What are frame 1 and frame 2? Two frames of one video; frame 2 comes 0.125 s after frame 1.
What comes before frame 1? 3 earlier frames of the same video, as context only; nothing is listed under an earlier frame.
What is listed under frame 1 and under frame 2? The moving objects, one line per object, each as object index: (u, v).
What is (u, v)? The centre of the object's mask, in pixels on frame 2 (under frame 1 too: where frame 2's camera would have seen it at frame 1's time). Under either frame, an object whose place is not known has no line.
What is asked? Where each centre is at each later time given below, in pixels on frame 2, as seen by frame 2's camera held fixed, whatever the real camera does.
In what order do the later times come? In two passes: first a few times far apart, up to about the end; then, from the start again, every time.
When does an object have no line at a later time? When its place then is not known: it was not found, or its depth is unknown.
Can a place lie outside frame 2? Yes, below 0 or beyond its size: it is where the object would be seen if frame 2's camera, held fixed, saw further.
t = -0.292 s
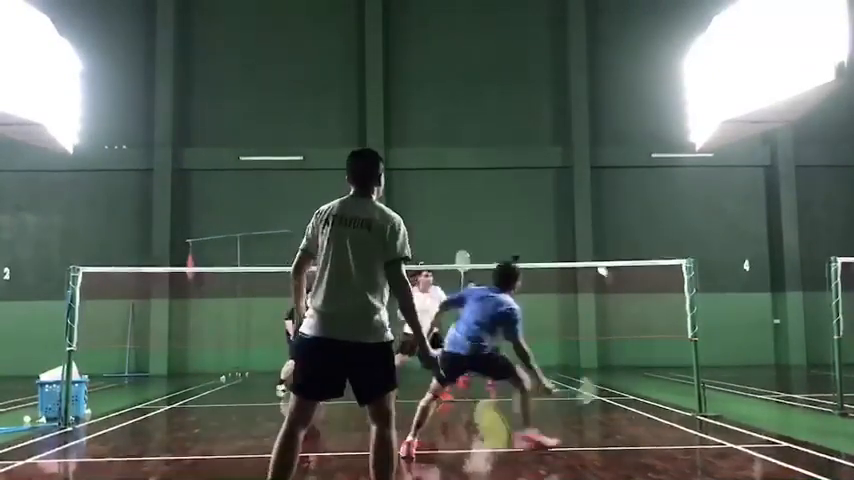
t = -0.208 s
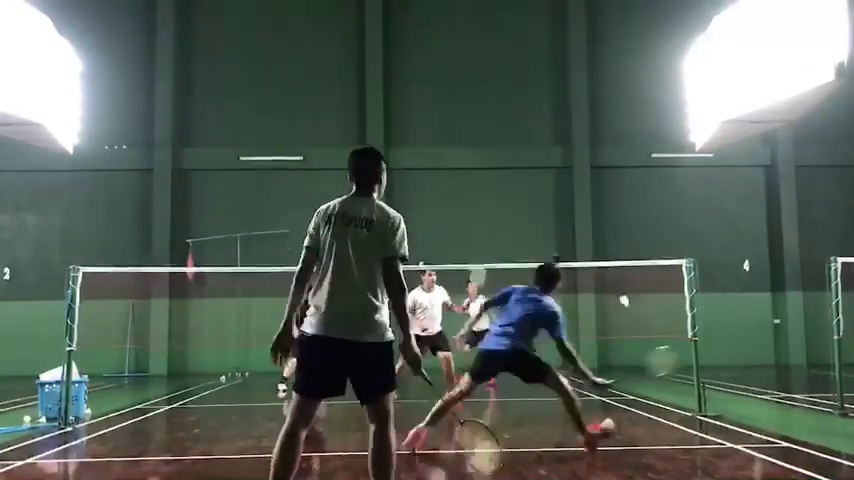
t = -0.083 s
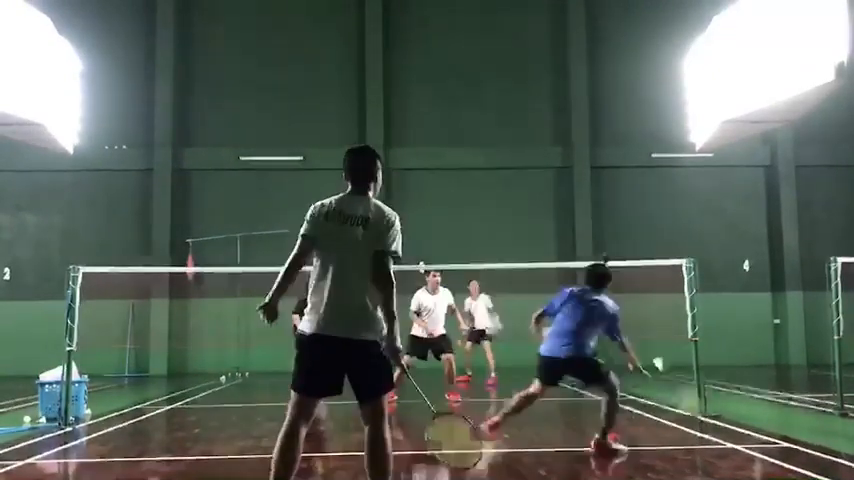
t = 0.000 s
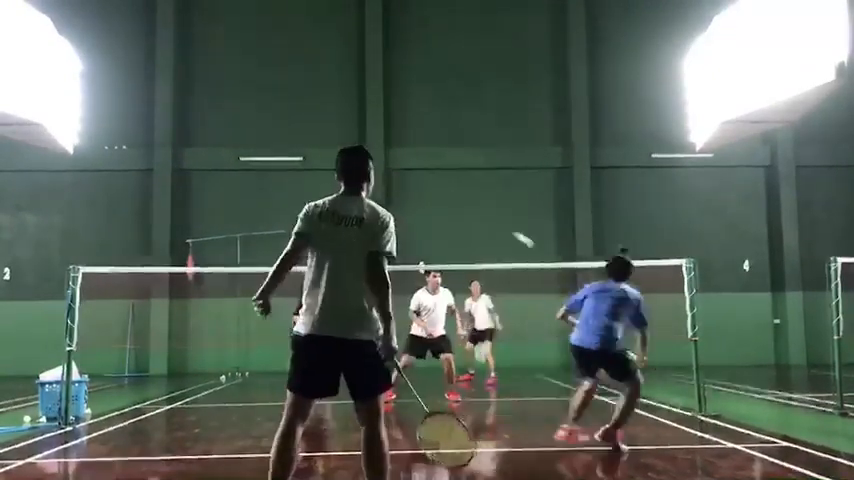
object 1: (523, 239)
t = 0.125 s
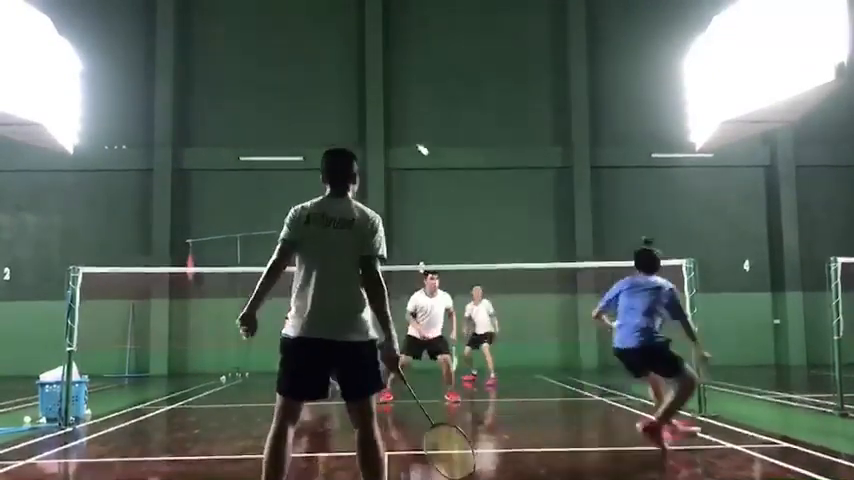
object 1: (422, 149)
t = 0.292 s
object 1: (354, 102)
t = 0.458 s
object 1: (314, 90)
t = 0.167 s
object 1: (397, 129)
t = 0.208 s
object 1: (382, 118)
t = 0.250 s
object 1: (364, 108)
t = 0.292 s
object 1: (354, 102)
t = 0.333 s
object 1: (340, 94)
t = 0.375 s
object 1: (332, 93)
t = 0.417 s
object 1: (321, 90)
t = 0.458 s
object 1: (314, 90)
